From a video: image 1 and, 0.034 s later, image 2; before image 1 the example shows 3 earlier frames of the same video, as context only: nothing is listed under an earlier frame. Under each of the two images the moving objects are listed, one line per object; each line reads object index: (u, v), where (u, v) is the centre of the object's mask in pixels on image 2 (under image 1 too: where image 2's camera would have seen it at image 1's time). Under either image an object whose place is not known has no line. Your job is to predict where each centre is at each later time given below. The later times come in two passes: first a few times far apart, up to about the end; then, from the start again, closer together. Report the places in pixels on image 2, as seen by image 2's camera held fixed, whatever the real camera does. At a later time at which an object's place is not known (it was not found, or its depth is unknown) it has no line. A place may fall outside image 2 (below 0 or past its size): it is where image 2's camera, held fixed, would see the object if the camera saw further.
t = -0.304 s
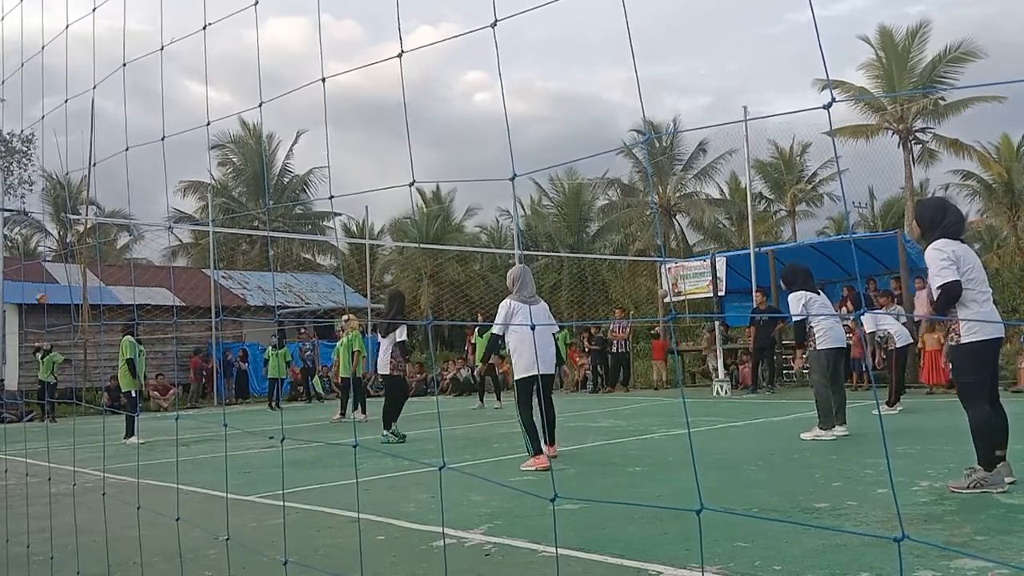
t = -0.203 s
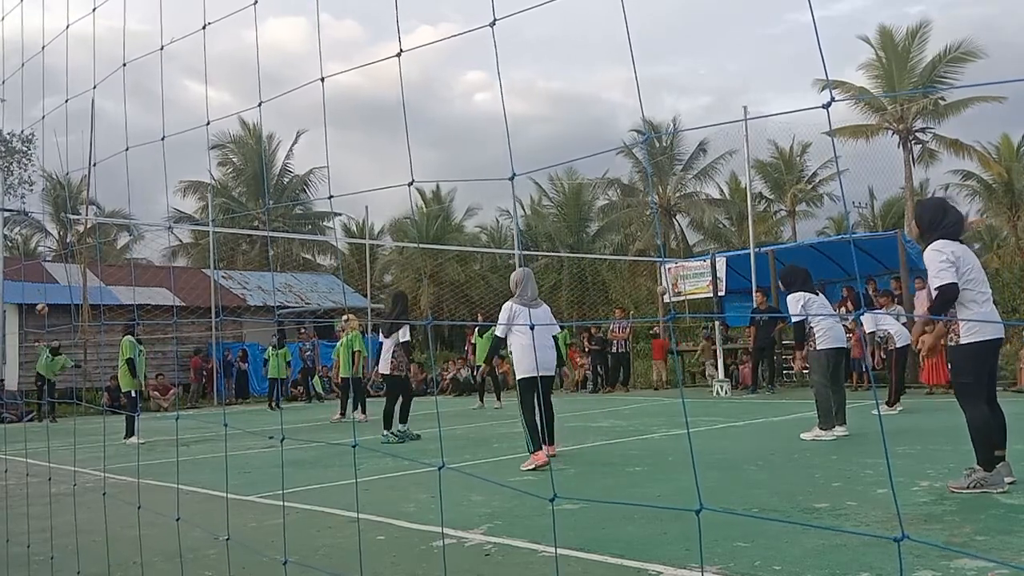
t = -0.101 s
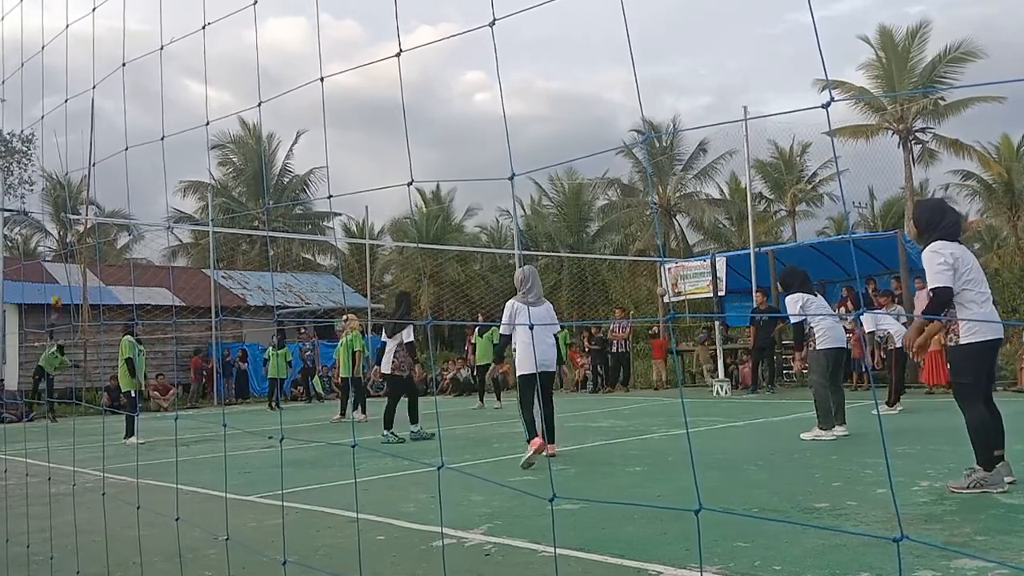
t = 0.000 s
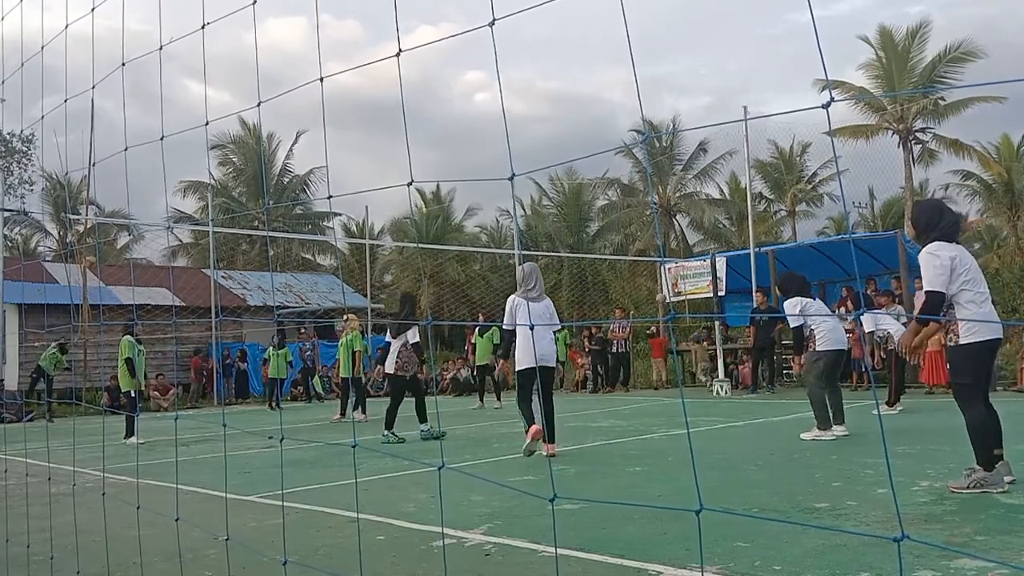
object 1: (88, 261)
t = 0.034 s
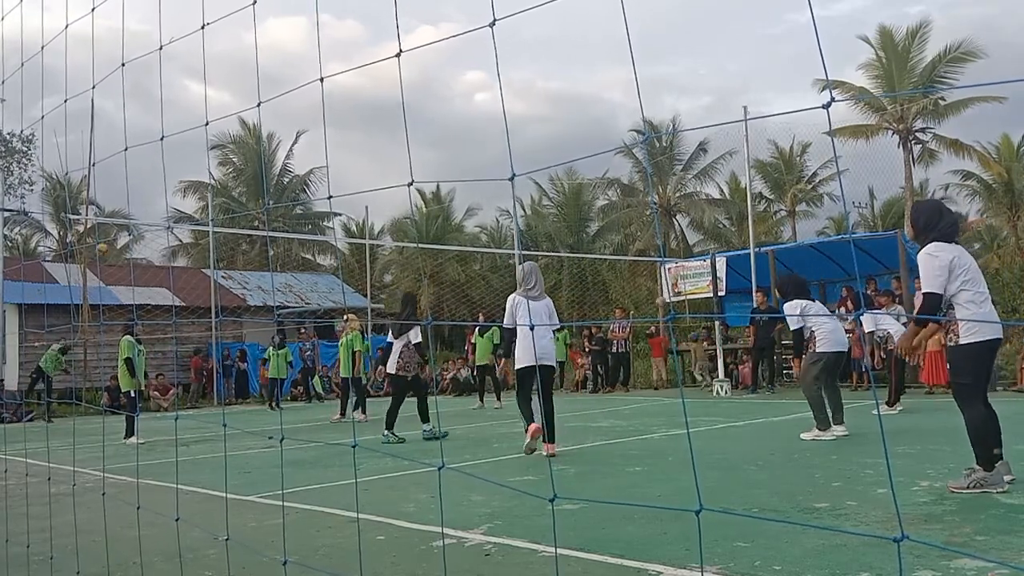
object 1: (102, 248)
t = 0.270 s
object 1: (201, 169)
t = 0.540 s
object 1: (350, 101)
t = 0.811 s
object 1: (541, 72)
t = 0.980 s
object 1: (703, 90)
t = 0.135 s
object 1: (141, 213)
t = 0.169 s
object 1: (156, 201)
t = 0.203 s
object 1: (171, 191)
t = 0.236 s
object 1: (185, 179)
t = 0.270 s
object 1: (201, 169)
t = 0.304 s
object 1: (217, 159)
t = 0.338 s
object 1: (233, 147)
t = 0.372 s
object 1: (251, 138)
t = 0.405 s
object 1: (272, 132)
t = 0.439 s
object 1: (291, 123)
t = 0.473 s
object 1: (310, 115)
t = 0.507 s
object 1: (329, 108)
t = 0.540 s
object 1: (350, 101)
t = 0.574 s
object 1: (370, 94)
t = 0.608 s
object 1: (392, 88)
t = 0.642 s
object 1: (414, 83)
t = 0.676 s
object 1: (437, 79)
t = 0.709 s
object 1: (461, 76)
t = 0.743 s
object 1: (486, 74)
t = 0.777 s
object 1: (513, 72)
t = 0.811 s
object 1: (541, 72)
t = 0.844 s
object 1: (570, 73)
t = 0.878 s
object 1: (600, 75)
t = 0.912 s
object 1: (633, 78)
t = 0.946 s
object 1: (667, 83)
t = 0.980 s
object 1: (703, 90)
